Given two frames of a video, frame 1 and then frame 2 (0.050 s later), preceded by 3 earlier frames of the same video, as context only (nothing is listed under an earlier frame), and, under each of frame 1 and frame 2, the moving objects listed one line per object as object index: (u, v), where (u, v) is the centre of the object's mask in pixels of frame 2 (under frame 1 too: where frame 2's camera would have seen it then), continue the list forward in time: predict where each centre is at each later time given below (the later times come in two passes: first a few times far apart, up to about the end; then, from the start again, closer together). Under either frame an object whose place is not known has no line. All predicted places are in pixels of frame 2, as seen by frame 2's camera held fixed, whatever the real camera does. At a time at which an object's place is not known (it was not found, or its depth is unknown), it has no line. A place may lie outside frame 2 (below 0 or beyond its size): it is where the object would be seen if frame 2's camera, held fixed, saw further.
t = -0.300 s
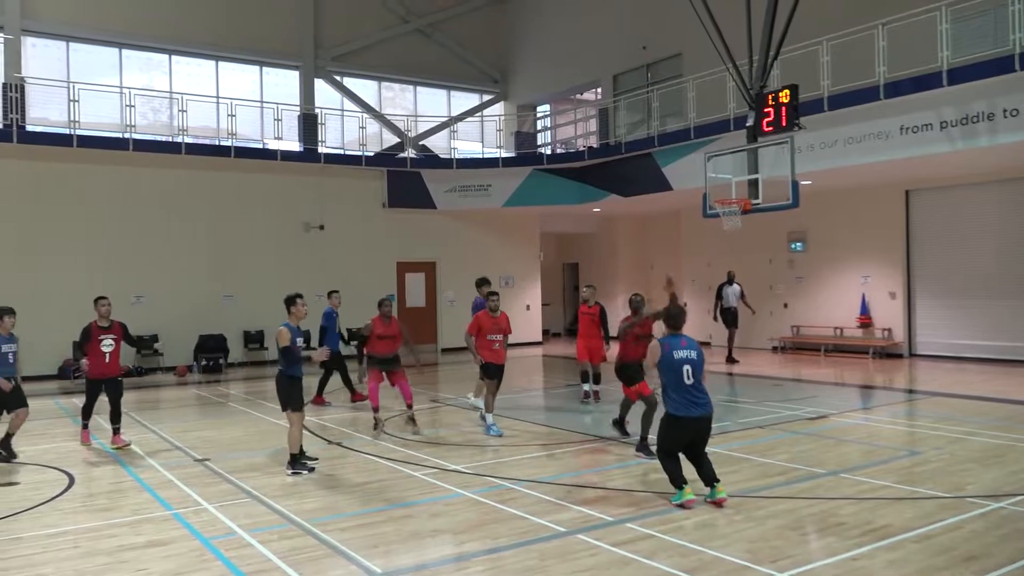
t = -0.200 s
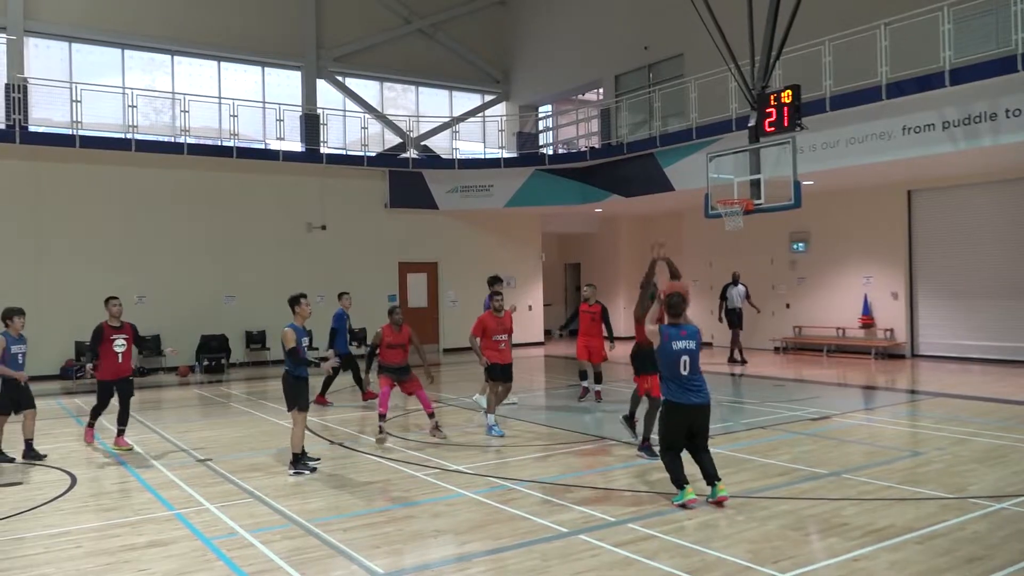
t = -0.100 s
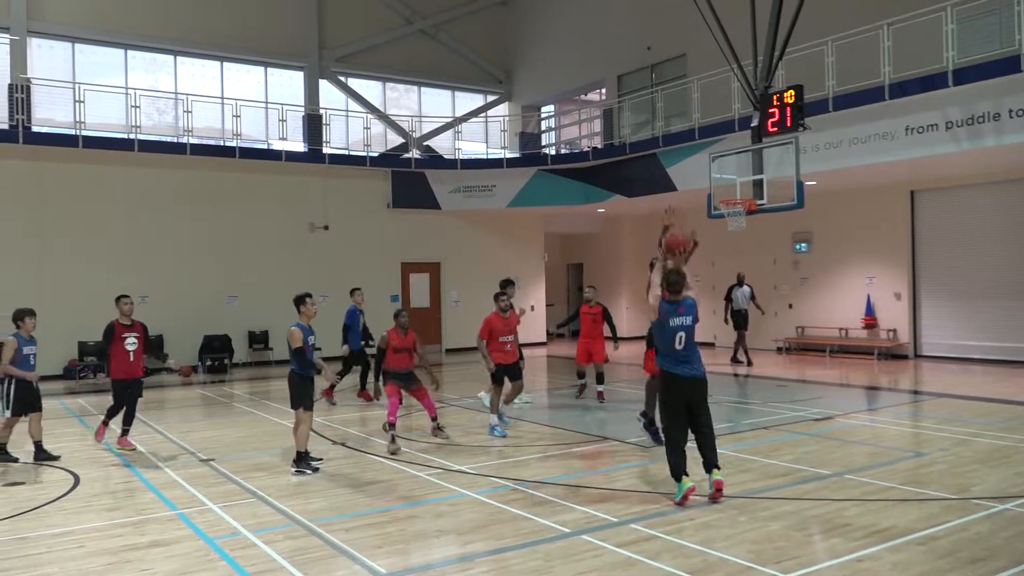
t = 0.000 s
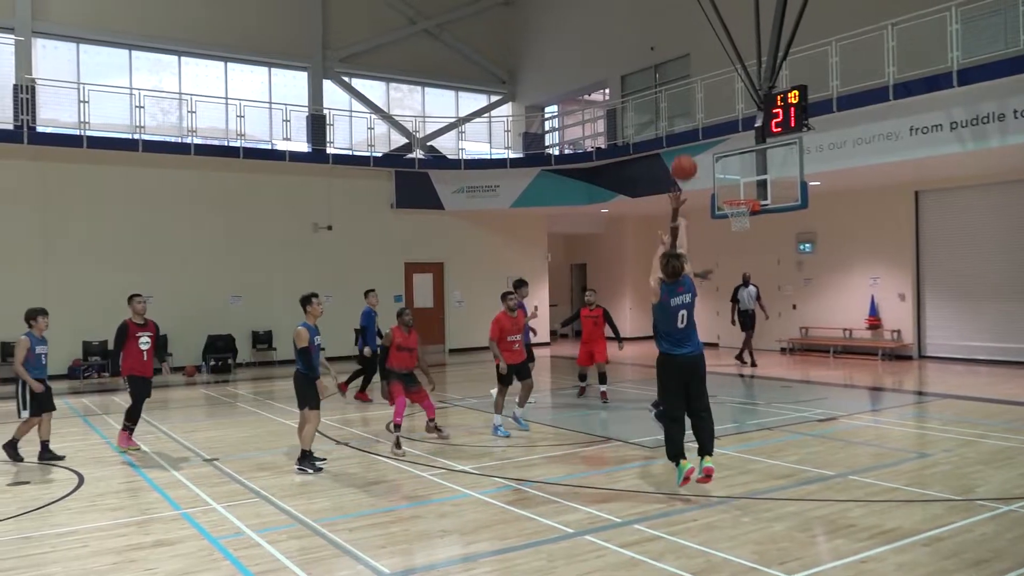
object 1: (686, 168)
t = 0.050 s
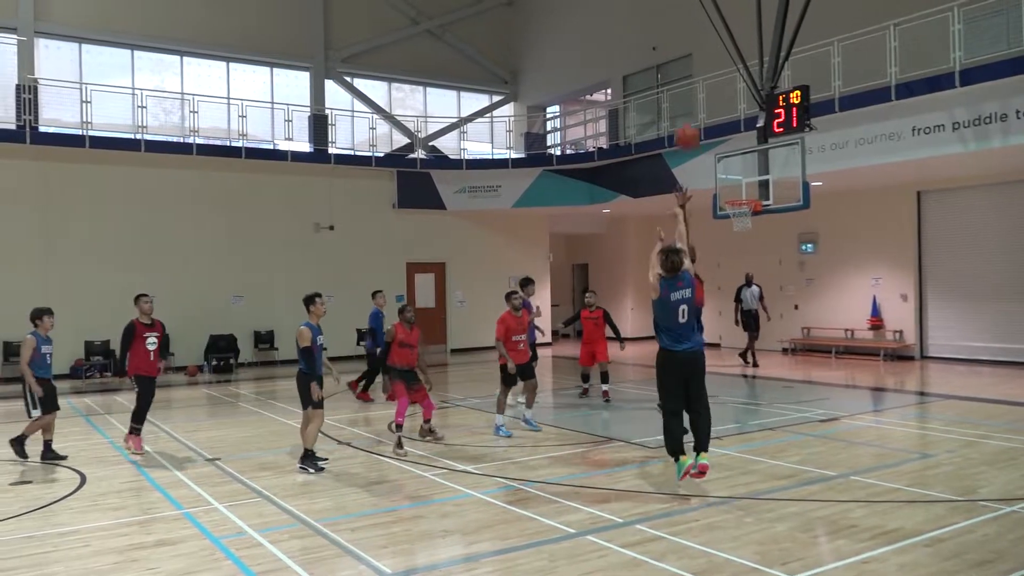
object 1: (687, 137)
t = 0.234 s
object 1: (695, 58)
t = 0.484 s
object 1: (702, 17)
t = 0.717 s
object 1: (710, 28)
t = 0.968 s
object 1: (716, 78)
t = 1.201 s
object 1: (719, 153)
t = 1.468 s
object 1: (724, 260)
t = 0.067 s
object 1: (688, 129)
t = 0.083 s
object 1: (689, 119)
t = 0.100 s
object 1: (689, 111)
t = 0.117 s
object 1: (691, 103)
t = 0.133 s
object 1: (691, 95)
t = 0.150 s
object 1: (691, 88)
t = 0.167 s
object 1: (692, 81)
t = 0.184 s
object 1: (692, 75)
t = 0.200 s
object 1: (694, 70)
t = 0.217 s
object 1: (694, 63)
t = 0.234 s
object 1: (695, 58)
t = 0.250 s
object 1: (695, 54)
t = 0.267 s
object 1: (696, 49)
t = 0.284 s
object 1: (697, 45)
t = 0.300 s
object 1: (697, 42)
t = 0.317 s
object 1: (698, 38)
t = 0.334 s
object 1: (698, 35)
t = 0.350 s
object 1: (698, 31)
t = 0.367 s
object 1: (699, 29)
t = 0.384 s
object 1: (700, 27)
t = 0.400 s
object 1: (700, 24)
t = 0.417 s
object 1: (701, 23)
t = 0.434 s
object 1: (701, 20)
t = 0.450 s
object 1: (701, 19)
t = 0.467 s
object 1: (702, 18)
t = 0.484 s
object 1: (702, 17)
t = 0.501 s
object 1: (702, 16)
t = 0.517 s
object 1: (703, 15)
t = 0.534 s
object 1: (704, 16)
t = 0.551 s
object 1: (705, 16)
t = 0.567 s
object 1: (705, 16)
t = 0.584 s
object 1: (705, 17)
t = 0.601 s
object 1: (706, 17)
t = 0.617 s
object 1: (707, 18)
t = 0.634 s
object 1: (707, 20)
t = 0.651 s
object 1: (708, 21)
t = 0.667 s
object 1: (708, 22)
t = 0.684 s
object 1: (709, 24)
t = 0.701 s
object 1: (709, 26)
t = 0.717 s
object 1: (710, 28)
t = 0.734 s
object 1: (711, 30)
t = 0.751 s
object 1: (711, 33)
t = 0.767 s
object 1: (712, 35)
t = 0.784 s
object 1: (713, 38)
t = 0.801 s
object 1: (713, 41)
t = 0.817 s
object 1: (713, 44)
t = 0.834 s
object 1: (713, 47)
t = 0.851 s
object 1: (713, 50)
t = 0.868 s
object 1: (713, 54)
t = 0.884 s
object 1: (714, 58)
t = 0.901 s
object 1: (714, 61)
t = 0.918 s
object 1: (714, 66)
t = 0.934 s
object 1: (715, 69)
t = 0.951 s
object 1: (715, 74)
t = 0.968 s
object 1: (716, 78)
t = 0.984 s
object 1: (716, 83)
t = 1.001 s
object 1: (716, 88)
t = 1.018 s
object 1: (717, 92)
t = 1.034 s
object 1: (717, 98)
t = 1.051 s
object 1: (717, 102)
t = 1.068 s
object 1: (718, 107)
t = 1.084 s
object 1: (718, 112)
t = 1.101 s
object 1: (718, 118)
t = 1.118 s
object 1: (719, 123)
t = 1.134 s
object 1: (719, 129)
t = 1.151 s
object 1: (718, 135)
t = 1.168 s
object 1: (719, 140)
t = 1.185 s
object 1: (719, 148)
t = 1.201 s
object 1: (719, 153)
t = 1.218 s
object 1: (720, 159)
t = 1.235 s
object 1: (720, 165)
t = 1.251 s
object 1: (720, 171)
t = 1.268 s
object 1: (721, 177)
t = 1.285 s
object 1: (721, 184)
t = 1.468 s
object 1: (724, 260)
